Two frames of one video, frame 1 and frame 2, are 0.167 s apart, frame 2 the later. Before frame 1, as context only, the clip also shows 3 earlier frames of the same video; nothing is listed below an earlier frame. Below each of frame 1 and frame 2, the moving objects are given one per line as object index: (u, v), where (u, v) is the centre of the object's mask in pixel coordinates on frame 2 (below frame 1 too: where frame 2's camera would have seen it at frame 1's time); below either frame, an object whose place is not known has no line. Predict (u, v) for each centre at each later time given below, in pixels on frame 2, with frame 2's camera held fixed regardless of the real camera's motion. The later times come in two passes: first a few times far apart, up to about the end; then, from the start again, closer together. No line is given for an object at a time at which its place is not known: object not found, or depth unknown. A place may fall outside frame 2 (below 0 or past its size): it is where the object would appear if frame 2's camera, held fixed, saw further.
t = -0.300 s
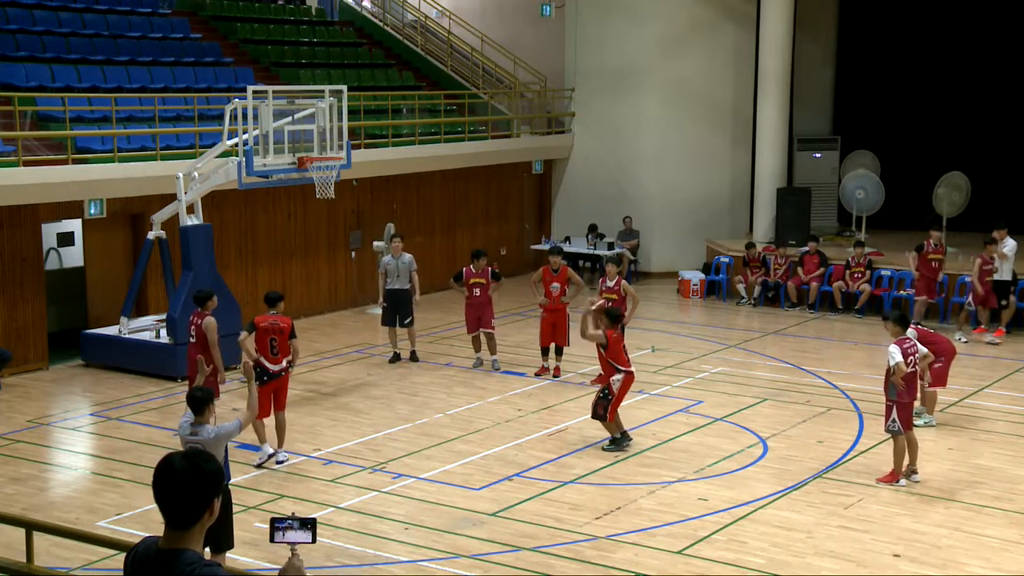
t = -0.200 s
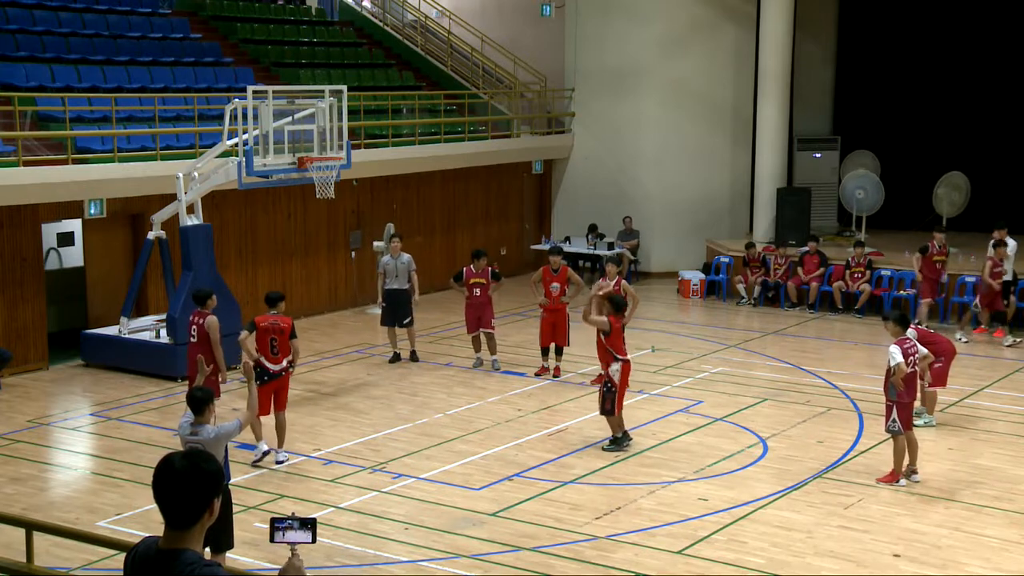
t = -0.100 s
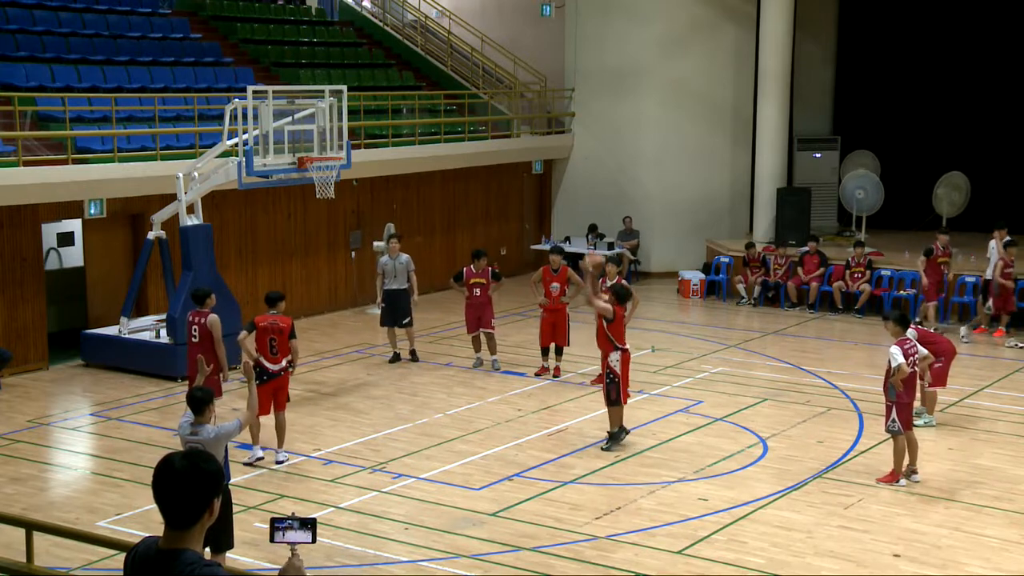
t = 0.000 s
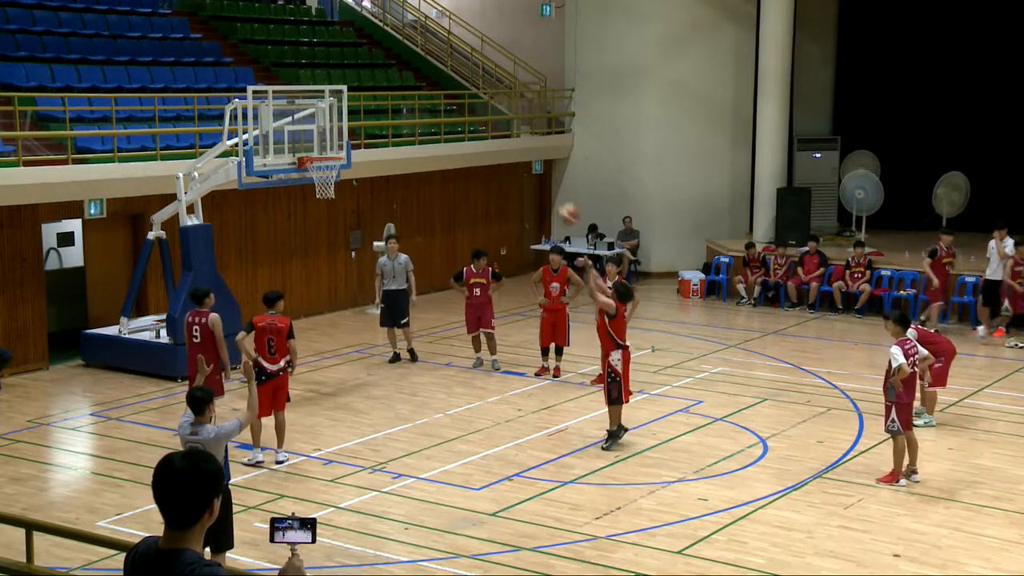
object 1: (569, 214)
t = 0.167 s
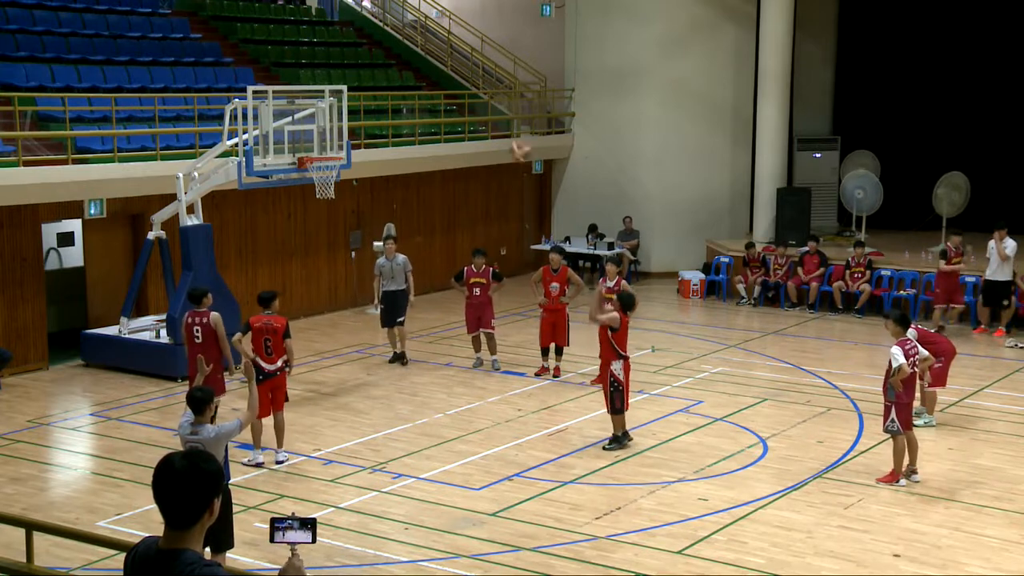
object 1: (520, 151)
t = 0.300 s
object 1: (484, 119)
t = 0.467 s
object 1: (440, 100)
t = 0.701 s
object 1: (382, 112)
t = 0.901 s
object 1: (340, 153)
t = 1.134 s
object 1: (382, 149)
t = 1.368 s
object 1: (427, 190)
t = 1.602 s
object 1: (473, 280)
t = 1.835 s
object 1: (519, 420)
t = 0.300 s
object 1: (484, 119)
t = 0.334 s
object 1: (474, 112)
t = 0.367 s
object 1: (466, 108)
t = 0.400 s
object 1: (457, 105)
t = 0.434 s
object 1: (448, 102)
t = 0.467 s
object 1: (440, 100)
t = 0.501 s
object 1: (431, 99)
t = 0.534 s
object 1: (423, 98)
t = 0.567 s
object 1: (414, 100)
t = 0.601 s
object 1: (406, 102)
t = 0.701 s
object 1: (382, 112)
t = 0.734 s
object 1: (374, 116)
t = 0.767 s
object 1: (366, 123)
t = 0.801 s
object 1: (358, 131)
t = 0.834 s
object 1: (352, 138)
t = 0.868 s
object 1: (344, 147)
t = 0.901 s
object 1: (340, 153)
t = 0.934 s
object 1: (346, 150)
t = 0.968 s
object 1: (352, 148)
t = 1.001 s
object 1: (358, 146)
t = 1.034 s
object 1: (364, 145)
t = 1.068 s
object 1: (370, 146)
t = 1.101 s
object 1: (376, 147)
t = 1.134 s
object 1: (382, 149)
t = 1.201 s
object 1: (395, 157)
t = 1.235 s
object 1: (401, 162)
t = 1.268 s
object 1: (407, 167)
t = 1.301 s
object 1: (414, 173)
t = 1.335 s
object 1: (420, 181)
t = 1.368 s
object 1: (427, 190)
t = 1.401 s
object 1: (433, 199)
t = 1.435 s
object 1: (440, 210)
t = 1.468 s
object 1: (446, 222)
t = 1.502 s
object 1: (453, 235)
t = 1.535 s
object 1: (460, 249)
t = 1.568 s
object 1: (466, 263)
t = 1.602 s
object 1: (473, 280)
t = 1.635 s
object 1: (480, 297)
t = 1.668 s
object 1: (487, 311)
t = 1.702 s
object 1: (494, 332)
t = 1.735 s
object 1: (501, 352)
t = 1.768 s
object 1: (506, 375)
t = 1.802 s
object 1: (512, 397)
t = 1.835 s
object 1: (519, 420)
